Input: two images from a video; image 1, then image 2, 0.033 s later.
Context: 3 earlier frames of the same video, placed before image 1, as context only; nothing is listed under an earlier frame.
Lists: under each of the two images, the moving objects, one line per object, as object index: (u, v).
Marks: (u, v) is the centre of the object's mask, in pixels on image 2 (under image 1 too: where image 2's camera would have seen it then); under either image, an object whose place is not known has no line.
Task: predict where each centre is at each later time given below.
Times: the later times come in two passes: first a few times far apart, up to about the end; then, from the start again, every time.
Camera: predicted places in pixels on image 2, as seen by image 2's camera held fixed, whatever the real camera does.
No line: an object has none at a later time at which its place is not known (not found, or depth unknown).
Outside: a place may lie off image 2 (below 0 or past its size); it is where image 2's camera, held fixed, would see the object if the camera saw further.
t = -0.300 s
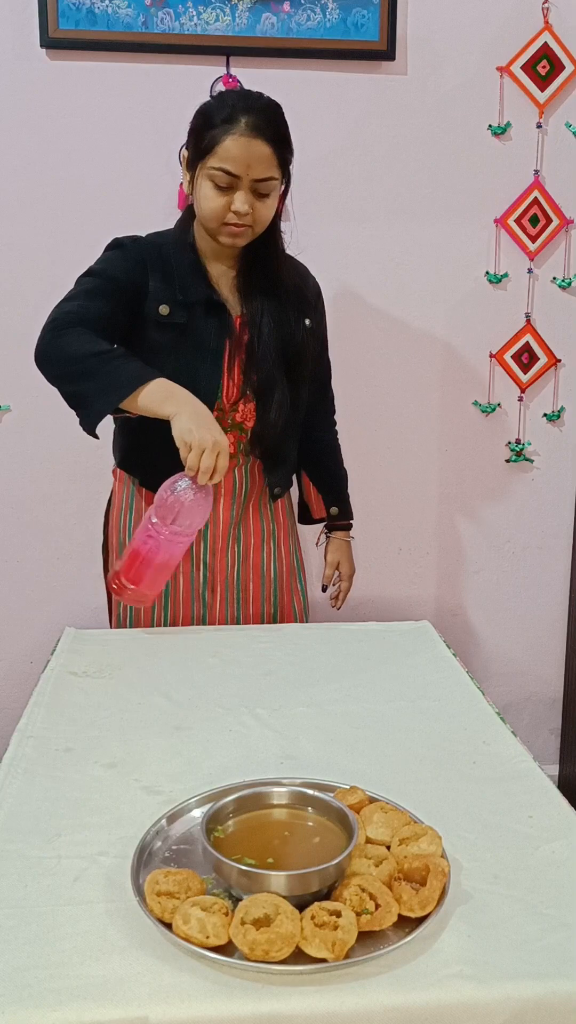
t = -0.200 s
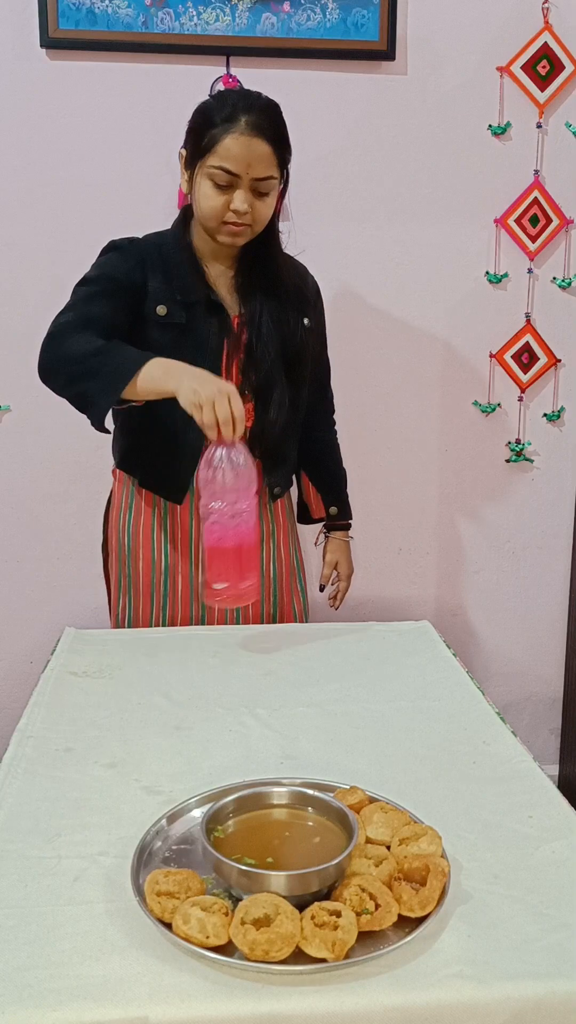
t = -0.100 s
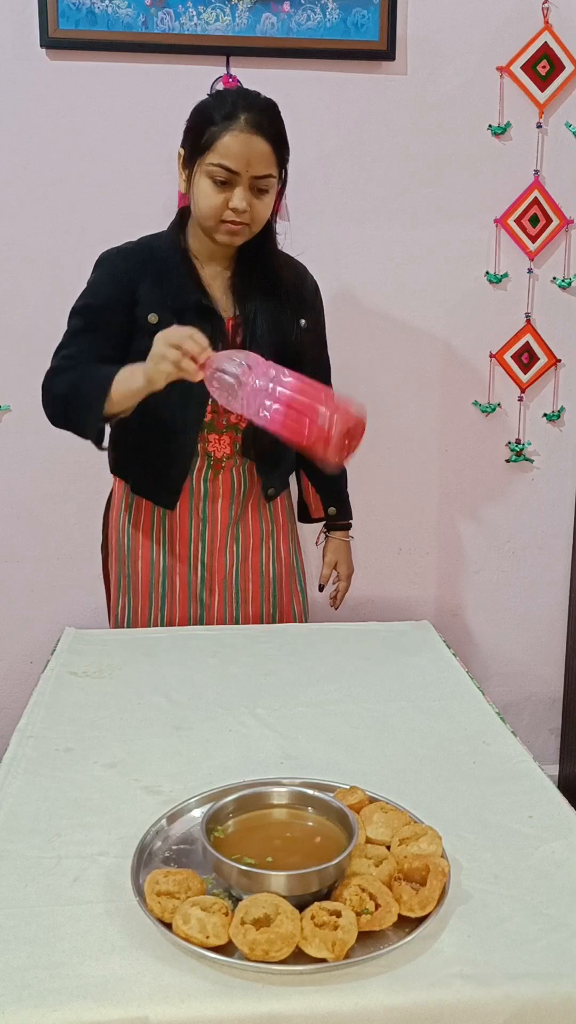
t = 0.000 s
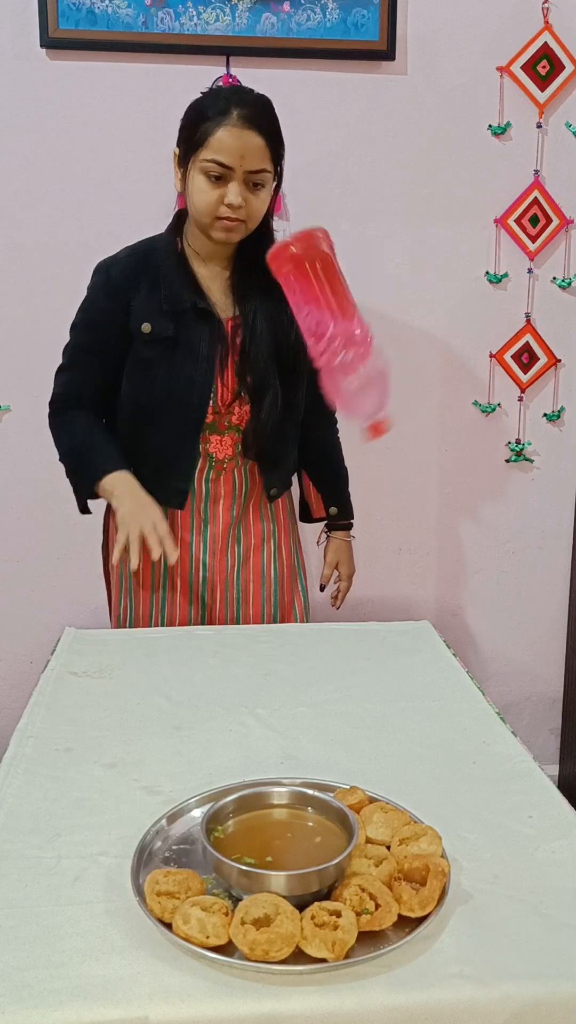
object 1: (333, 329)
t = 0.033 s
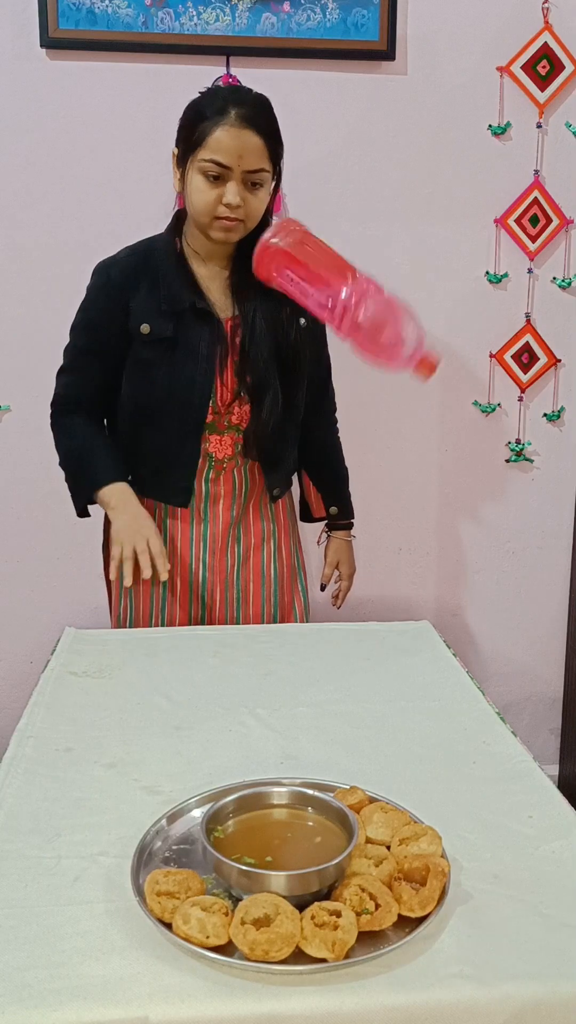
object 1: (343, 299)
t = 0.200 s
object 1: (319, 375)
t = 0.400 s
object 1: (258, 612)
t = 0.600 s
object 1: (229, 645)
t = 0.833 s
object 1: (225, 647)
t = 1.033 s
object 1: (225, 647)
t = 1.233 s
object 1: (226, 648)
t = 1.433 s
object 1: (225, 648)
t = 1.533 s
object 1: (225, 648)
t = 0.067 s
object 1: (342, 279)
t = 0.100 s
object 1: (339, 275)
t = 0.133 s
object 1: (331, 304)
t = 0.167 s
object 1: (325, 334)
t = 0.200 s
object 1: (319, 375)
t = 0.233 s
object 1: (307, 476)
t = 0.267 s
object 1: (300, 540)
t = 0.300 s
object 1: (295, 604)
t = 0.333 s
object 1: (278, 603)
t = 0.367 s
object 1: (269, 605)
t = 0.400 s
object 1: (258, 612)
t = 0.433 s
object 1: (249, 623)
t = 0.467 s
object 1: (233, 644)
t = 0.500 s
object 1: (230, 644)
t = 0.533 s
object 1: (229, 644)
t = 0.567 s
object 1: (229, 645)
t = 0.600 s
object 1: (229, 645)
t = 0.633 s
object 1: (229, 645)
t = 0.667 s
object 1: (229, 645)
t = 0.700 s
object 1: (227, 645)
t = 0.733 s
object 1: (227, 646)
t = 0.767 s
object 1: (226, 647)
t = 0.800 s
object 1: (225, 647)
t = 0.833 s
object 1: (225, 647)
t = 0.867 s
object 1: (225, 647)
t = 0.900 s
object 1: (225, 647)
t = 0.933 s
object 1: (225, 647)
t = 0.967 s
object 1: (225, 647)
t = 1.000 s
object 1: (226, 647)
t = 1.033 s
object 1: (225, 647)
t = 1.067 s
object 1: (226, 647)
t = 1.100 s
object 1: (226, 647)
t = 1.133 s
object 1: (226, 647)
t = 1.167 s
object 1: (225, 648)
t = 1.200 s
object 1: (225, 648)
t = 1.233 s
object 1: (226, 648)
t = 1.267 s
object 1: (225, 648)
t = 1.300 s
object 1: (225, 648)
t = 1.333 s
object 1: (225, 648)
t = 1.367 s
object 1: (225, 647)
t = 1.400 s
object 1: (225, 647)
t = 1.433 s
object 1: (225, 648)
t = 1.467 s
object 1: (225, 648)
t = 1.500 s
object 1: (225, 648)
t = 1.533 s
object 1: (225, 648)
